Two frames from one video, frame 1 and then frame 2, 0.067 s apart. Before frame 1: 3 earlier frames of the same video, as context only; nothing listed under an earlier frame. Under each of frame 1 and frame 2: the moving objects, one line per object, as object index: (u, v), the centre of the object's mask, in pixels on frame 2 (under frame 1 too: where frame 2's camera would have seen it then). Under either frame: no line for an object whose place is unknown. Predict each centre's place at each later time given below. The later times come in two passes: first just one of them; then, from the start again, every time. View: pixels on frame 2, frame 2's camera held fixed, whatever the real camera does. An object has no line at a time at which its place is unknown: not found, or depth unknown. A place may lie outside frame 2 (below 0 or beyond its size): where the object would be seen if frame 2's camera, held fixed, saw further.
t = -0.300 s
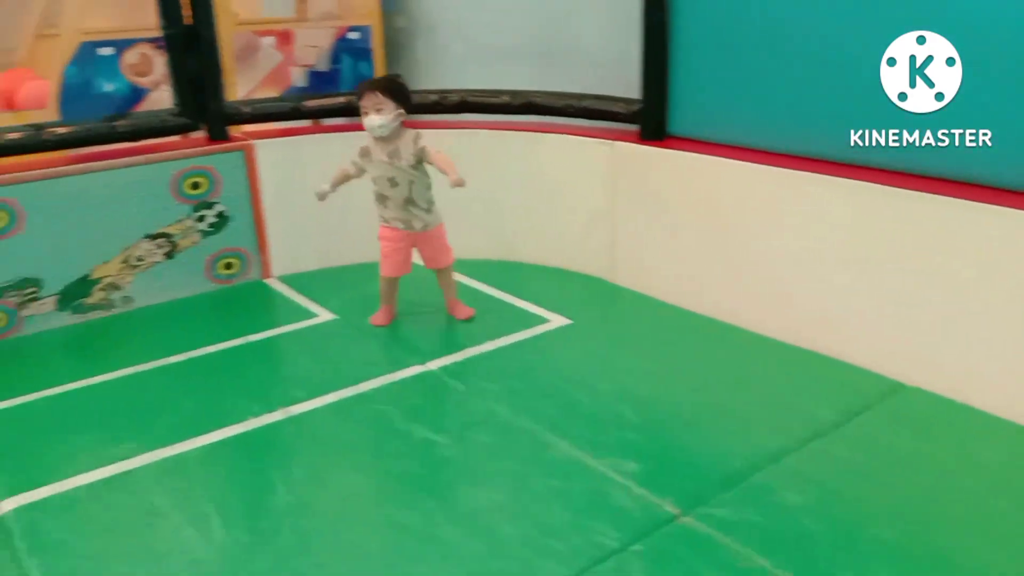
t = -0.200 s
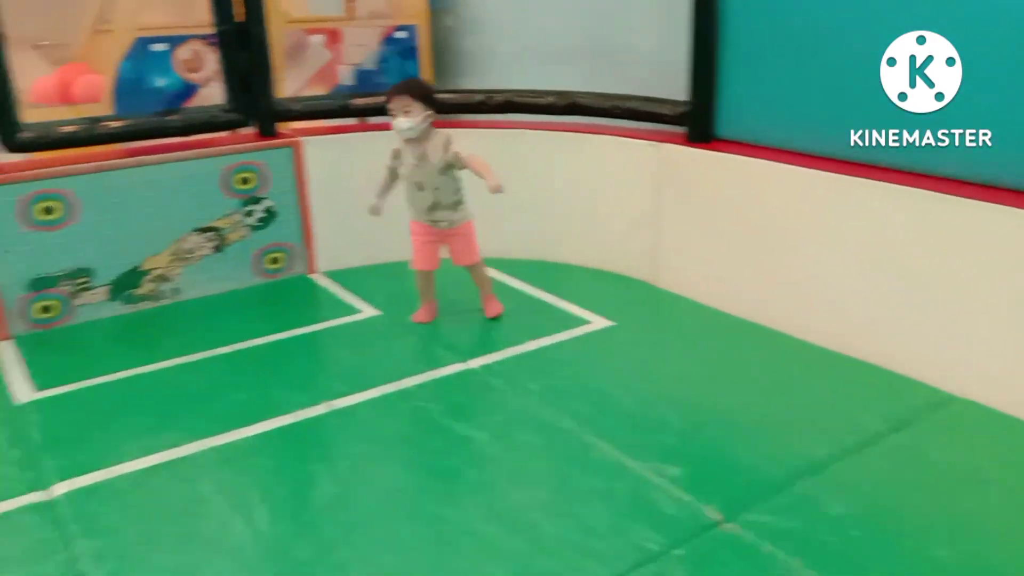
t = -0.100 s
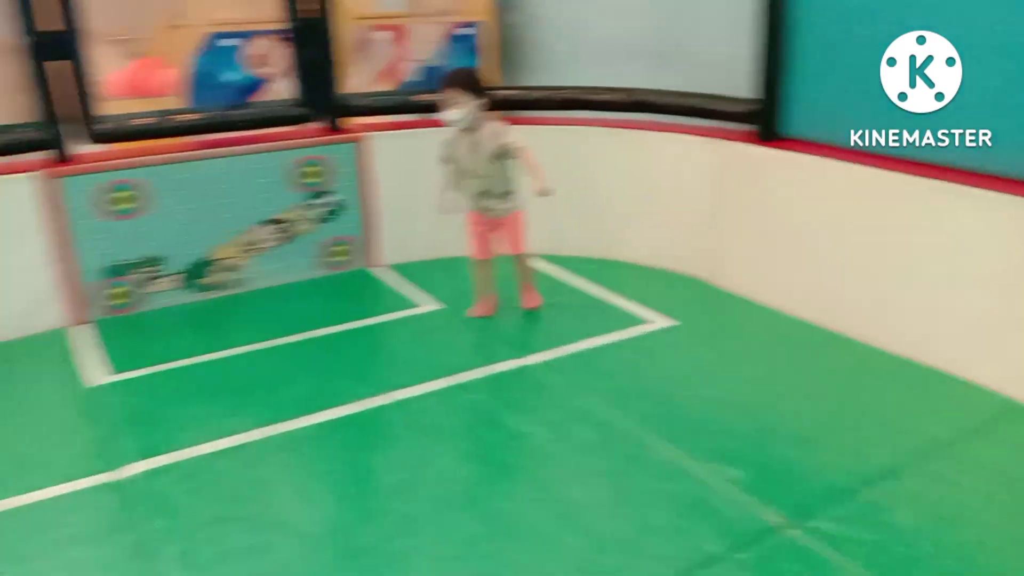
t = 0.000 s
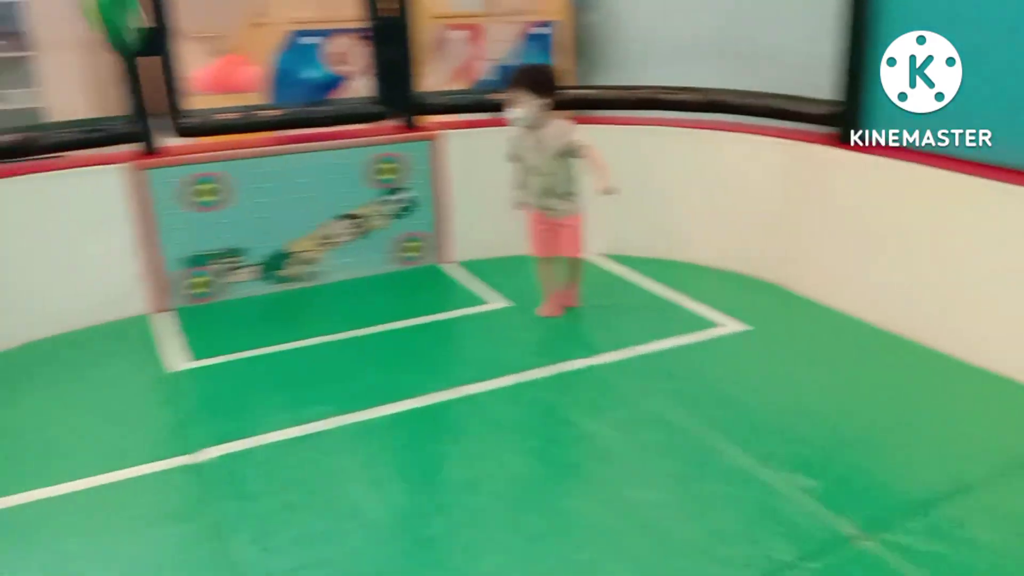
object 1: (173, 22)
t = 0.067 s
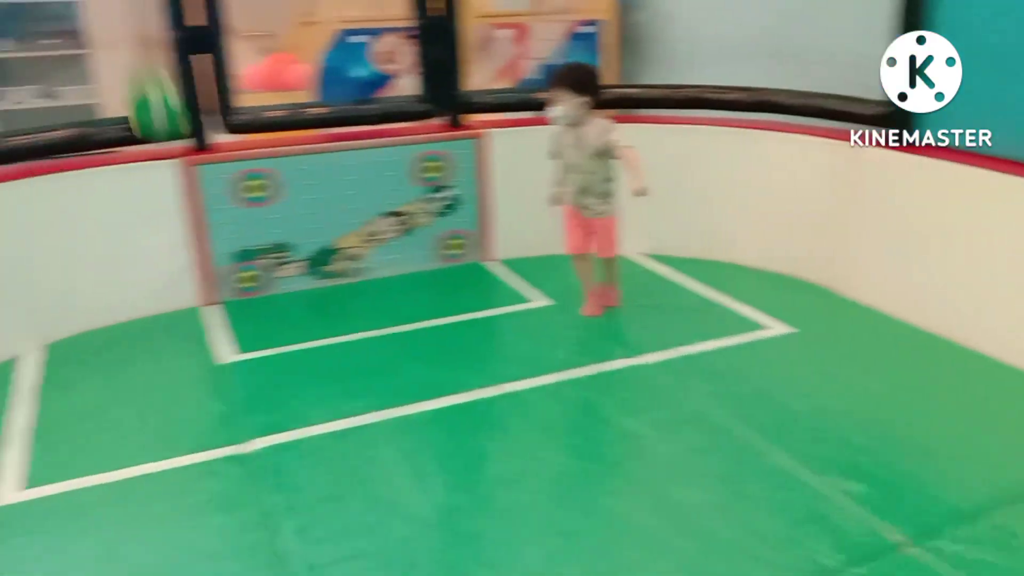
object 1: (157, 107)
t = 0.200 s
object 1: (144, 169)
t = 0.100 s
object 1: (150, 136)
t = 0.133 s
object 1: (149, 149)
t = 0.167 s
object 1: (145, 158)
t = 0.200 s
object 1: (144, 169)
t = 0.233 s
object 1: (143, 188)
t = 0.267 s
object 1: (144, 211)
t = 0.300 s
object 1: (143, 233)
